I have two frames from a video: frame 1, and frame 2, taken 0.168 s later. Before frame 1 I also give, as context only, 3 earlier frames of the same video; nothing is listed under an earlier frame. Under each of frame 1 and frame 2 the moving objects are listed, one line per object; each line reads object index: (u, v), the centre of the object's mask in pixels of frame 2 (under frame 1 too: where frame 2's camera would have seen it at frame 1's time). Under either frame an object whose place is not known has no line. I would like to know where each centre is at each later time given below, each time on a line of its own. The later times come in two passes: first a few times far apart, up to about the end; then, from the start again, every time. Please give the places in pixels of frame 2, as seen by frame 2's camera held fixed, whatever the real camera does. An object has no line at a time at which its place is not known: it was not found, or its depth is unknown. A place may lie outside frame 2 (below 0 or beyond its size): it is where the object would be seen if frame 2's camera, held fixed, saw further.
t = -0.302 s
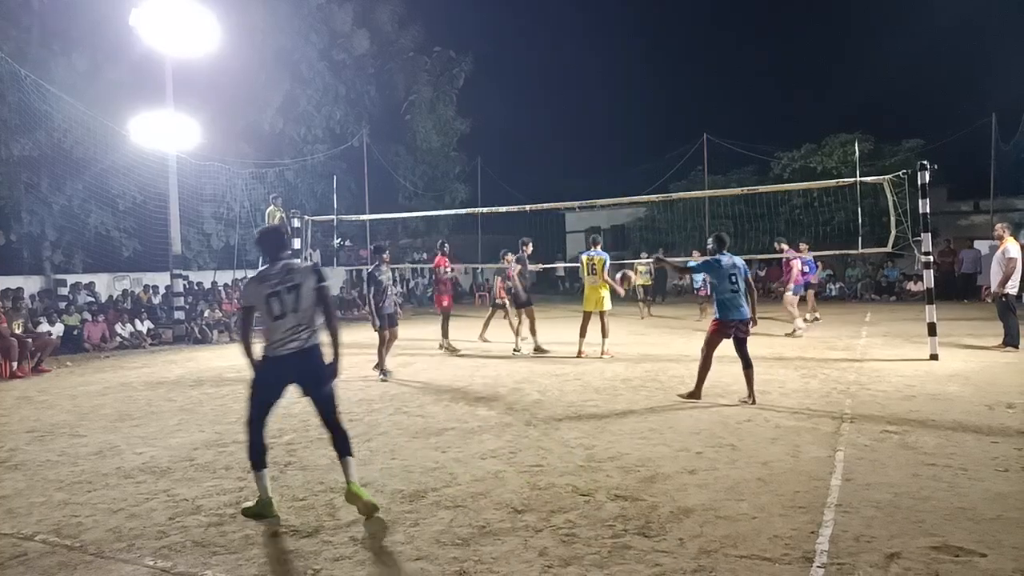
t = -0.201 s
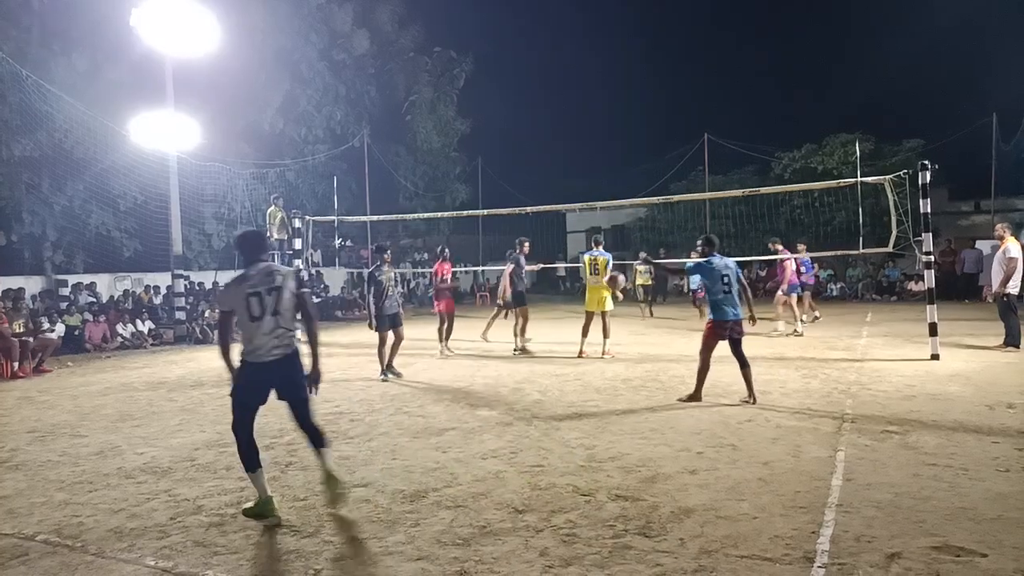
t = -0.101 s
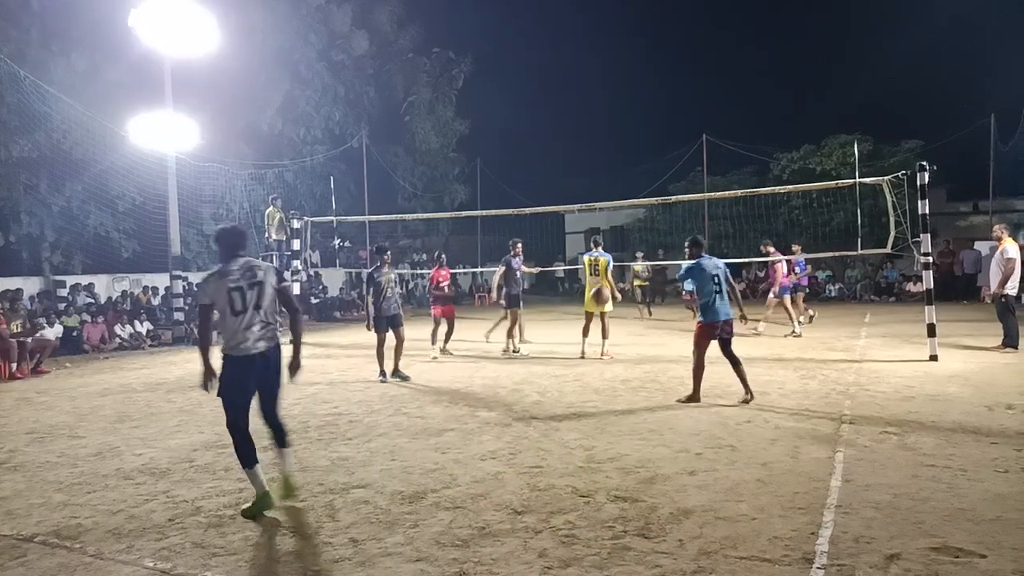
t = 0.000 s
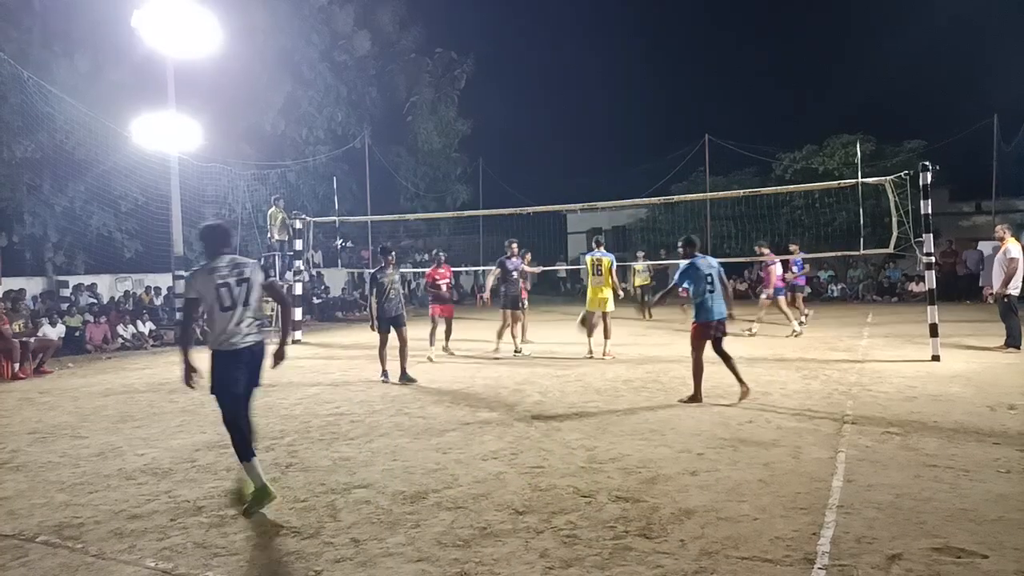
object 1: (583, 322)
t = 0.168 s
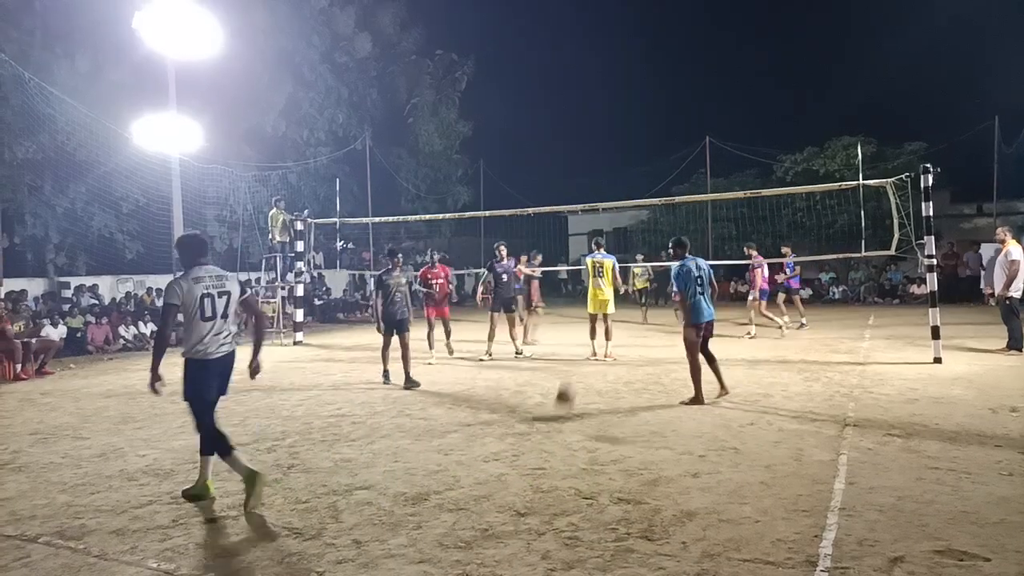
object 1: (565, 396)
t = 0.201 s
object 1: (559, 419)
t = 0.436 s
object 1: (509, 375)
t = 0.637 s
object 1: (455, 381)
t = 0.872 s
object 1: (375, 478)
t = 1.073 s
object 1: (272, 499)
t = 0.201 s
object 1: (559, 419)
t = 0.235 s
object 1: (553, 418)
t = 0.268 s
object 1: (546, 409)
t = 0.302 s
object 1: (538, 400)
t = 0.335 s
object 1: (532, 391)
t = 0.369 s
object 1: (525, 385)
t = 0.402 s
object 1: (517, 379)
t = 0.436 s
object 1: (509, 375)
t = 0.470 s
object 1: (501, 373)
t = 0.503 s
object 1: (493, 371)
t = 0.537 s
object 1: (484, 370)
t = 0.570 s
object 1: (476, 372)
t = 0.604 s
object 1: (465, 375)
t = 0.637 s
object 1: (455, 381)
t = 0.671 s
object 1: (446, 387)
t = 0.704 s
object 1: (436, 395)
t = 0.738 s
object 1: (424, 407)
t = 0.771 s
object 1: (412, 420)
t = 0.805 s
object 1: (401, 437)
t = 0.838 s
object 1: (389, 456)
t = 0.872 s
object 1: (375, 478)
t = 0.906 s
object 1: (362, 503)
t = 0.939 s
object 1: (345, 532)
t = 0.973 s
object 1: (326, 522)
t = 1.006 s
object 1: (312, 514)
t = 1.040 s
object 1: (293, 507)
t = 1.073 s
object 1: (272, 499)
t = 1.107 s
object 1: (250, 494)
